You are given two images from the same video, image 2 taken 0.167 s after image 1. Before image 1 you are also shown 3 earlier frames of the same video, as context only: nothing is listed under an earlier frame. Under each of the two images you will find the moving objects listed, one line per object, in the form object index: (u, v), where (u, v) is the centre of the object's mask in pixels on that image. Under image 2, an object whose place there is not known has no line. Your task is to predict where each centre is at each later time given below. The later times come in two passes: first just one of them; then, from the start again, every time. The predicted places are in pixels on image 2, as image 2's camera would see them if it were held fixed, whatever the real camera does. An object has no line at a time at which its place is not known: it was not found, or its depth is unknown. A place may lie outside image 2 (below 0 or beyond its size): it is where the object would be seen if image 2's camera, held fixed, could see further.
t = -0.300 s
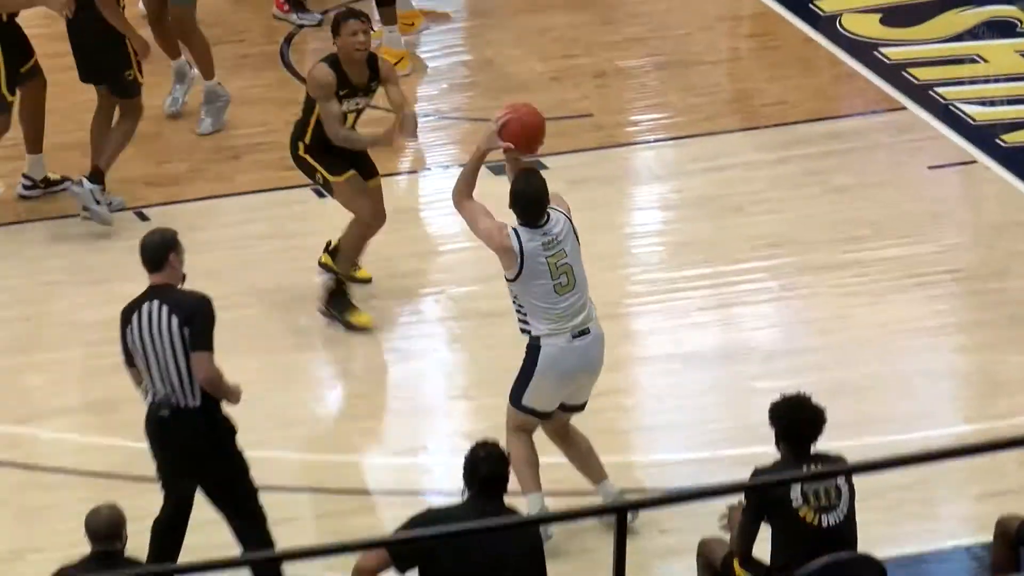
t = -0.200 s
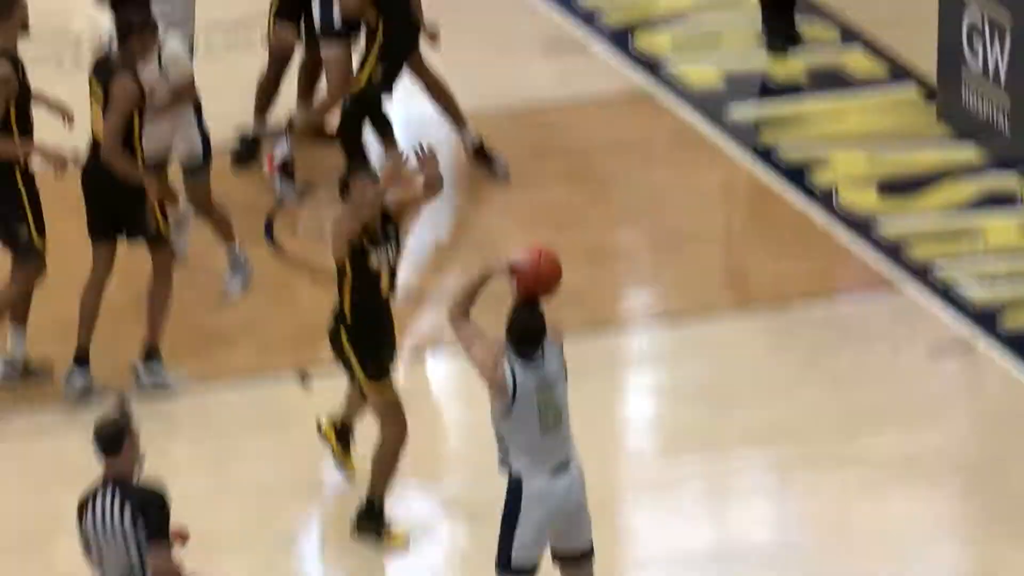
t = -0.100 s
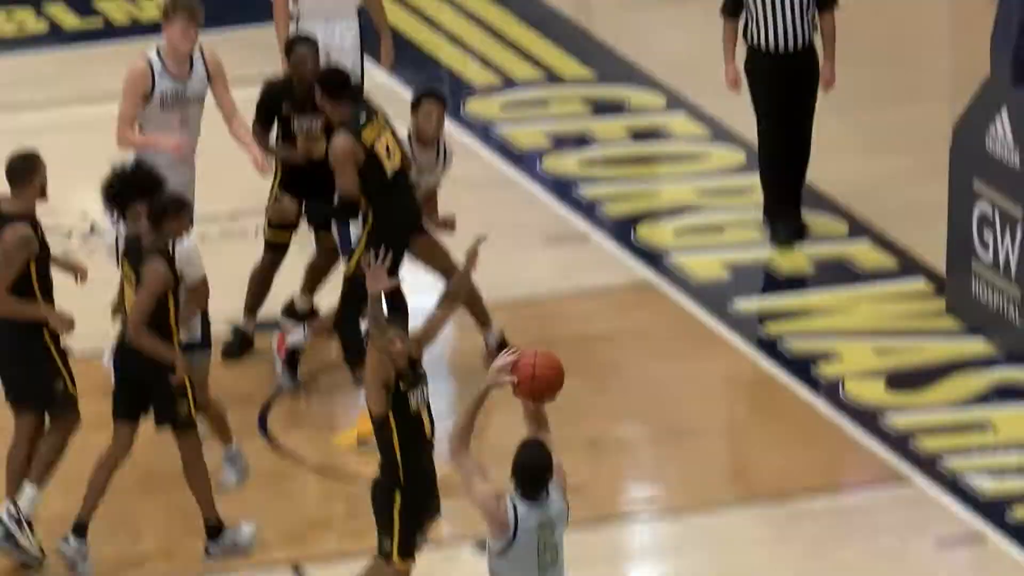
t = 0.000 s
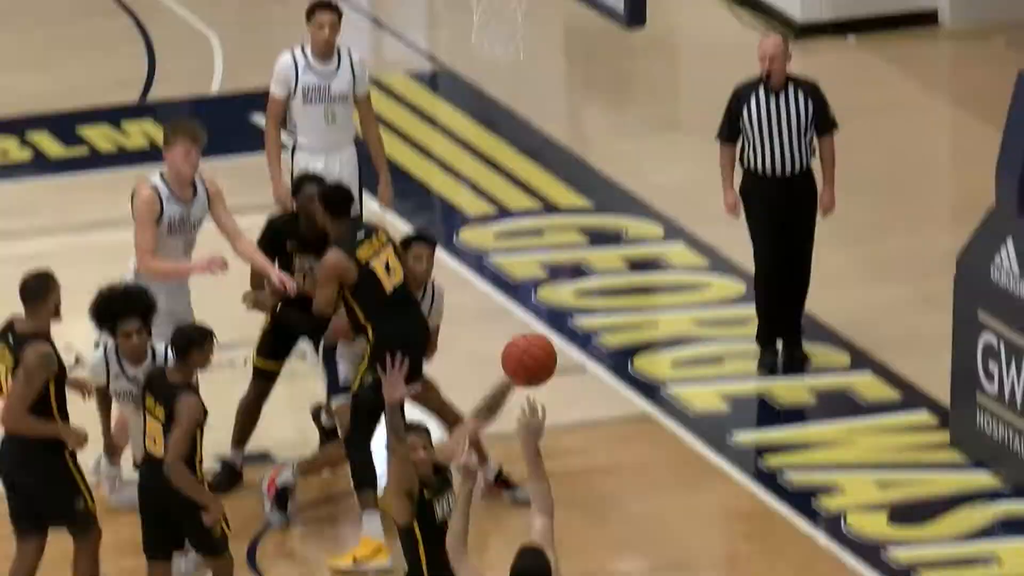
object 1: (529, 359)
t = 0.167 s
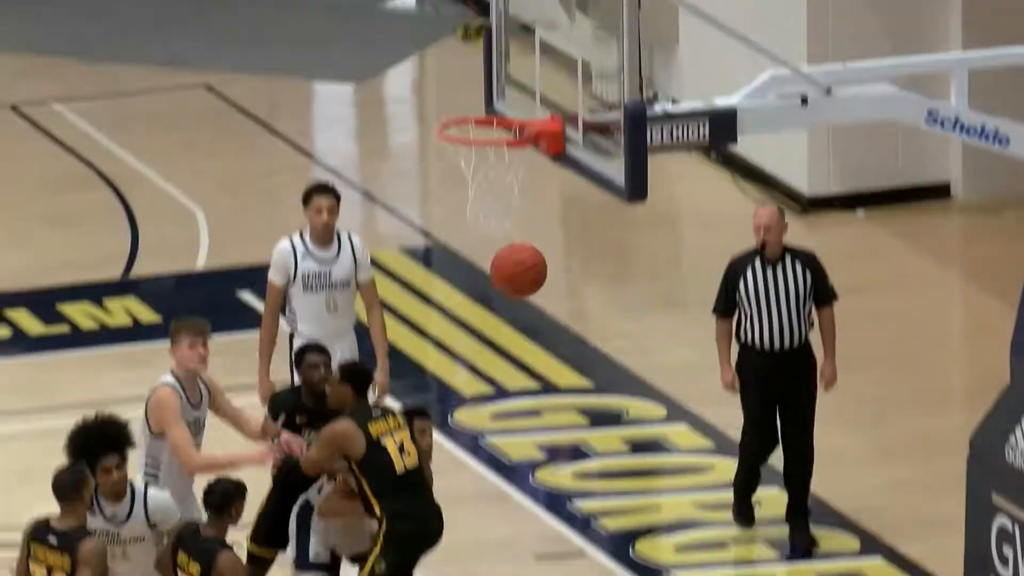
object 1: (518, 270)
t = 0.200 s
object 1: (518, 225)
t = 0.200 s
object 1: (518, 225)
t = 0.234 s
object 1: (516, 182)
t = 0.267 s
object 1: (515, 143)
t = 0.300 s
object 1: (514, 108)
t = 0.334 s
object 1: (513, 74)
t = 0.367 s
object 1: (513, 42)
